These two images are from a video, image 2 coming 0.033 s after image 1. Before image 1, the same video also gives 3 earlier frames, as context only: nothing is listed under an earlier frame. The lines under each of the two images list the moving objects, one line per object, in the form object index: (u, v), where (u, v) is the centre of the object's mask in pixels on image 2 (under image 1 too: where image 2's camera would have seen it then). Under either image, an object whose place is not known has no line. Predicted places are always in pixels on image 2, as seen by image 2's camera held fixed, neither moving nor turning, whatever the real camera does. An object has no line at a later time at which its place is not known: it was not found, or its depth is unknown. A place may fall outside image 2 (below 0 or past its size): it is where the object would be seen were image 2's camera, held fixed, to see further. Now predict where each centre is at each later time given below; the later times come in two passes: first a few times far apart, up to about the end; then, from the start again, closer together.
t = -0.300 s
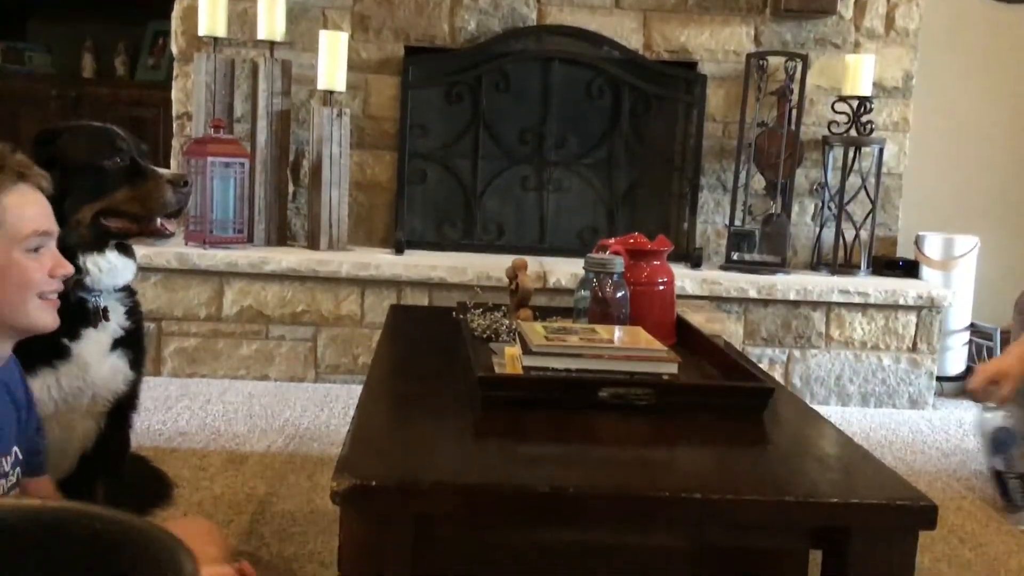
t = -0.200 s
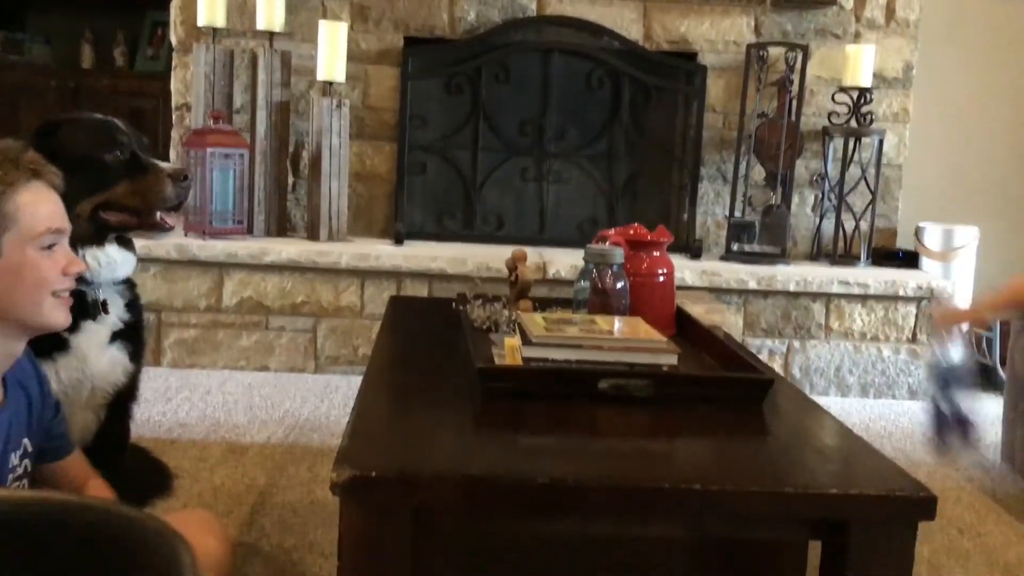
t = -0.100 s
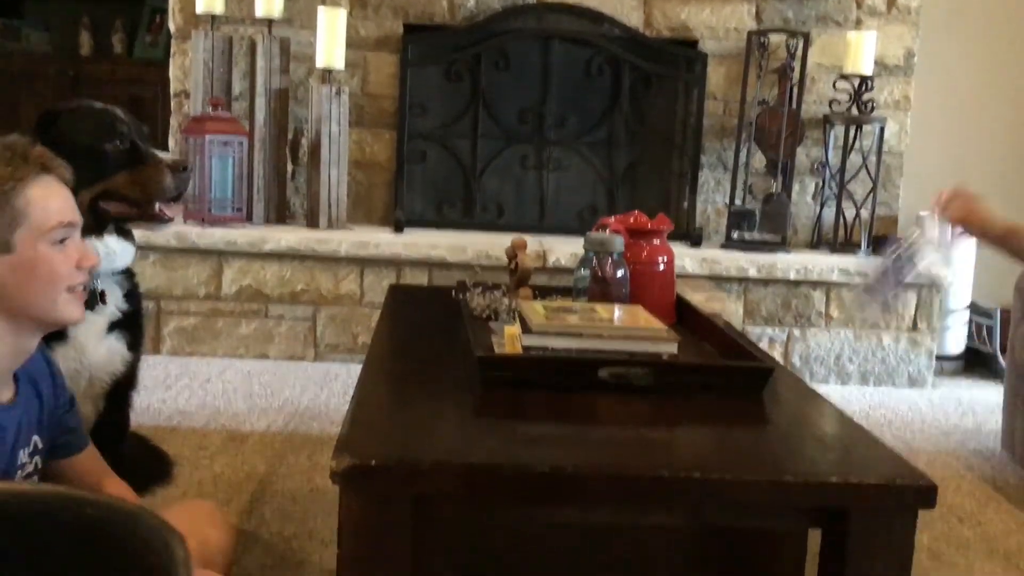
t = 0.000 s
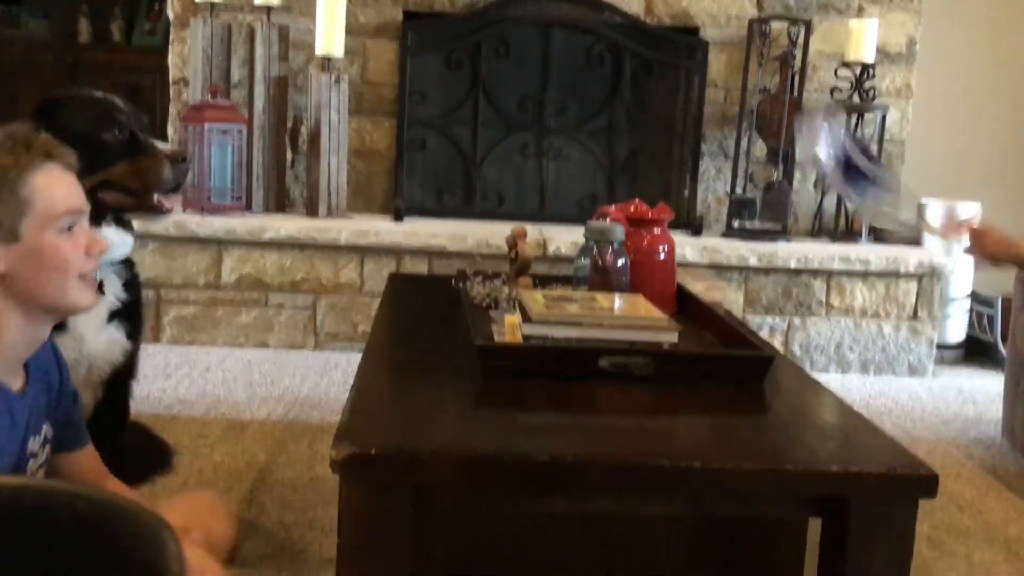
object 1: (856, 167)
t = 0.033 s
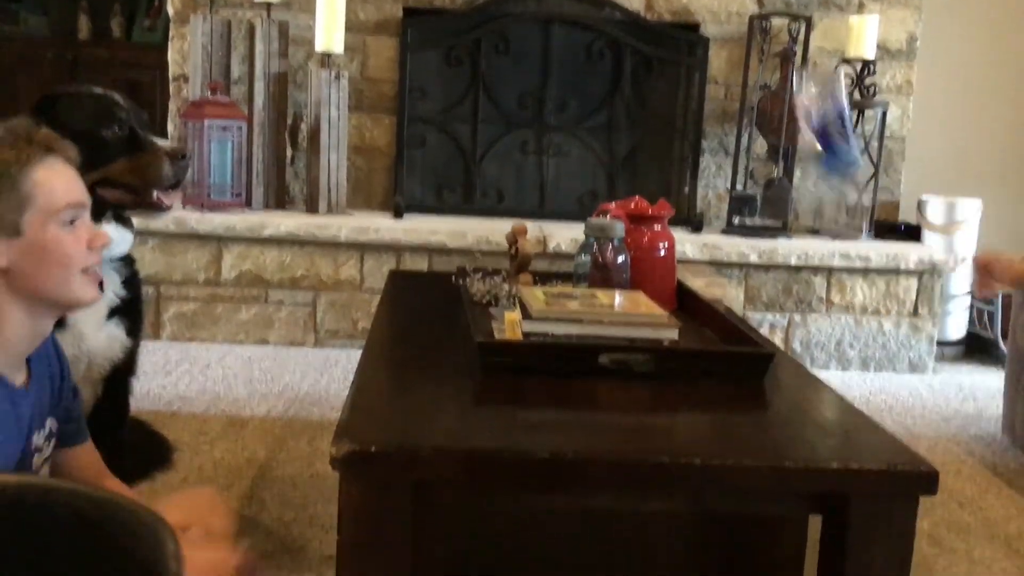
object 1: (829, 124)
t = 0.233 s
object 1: (730, 60)
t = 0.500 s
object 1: (616, 343)
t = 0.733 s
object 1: (590, 380)
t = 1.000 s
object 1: (588, 379)
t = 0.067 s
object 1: (801, 105)
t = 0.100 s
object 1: (766, 94)
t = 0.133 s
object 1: (748, 62)
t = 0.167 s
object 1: (736, 41)
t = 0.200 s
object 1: (743, 47)
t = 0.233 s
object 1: (730, 60)
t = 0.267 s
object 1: (710, 78)
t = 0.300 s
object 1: (689, 99)
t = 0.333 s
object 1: (674, 132)
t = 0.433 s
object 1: (620, 305)
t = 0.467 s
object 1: (616, 331)
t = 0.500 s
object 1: (616, 343)
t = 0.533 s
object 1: (614, 358)
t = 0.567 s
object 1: (605, 377)
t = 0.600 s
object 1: (598, 376)
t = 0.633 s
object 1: (599, 378)
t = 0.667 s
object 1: (594, 379)
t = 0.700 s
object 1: (592, 379)
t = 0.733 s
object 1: (590, 380)
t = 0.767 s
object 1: (589, 379)
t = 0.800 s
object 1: (589, 379)
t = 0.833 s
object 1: (588, 379)
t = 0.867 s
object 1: (589, 379)
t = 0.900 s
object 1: (588, 379)
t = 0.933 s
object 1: (588, 379)
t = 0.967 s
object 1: (588, 379)
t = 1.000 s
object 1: (588, 379)
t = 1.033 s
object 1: (588, 379)
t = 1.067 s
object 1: (588, 378)
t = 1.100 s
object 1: (587, 378)
